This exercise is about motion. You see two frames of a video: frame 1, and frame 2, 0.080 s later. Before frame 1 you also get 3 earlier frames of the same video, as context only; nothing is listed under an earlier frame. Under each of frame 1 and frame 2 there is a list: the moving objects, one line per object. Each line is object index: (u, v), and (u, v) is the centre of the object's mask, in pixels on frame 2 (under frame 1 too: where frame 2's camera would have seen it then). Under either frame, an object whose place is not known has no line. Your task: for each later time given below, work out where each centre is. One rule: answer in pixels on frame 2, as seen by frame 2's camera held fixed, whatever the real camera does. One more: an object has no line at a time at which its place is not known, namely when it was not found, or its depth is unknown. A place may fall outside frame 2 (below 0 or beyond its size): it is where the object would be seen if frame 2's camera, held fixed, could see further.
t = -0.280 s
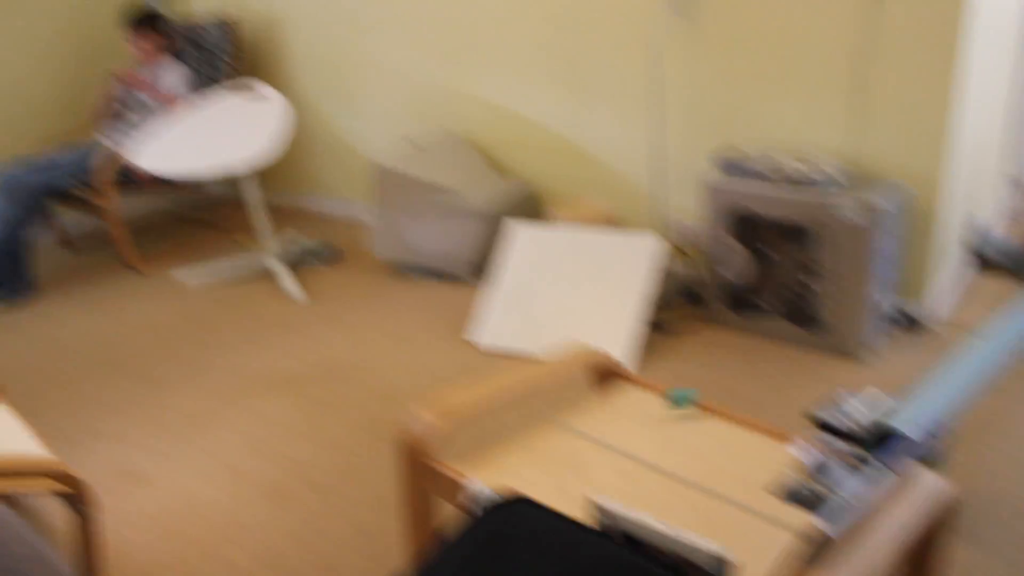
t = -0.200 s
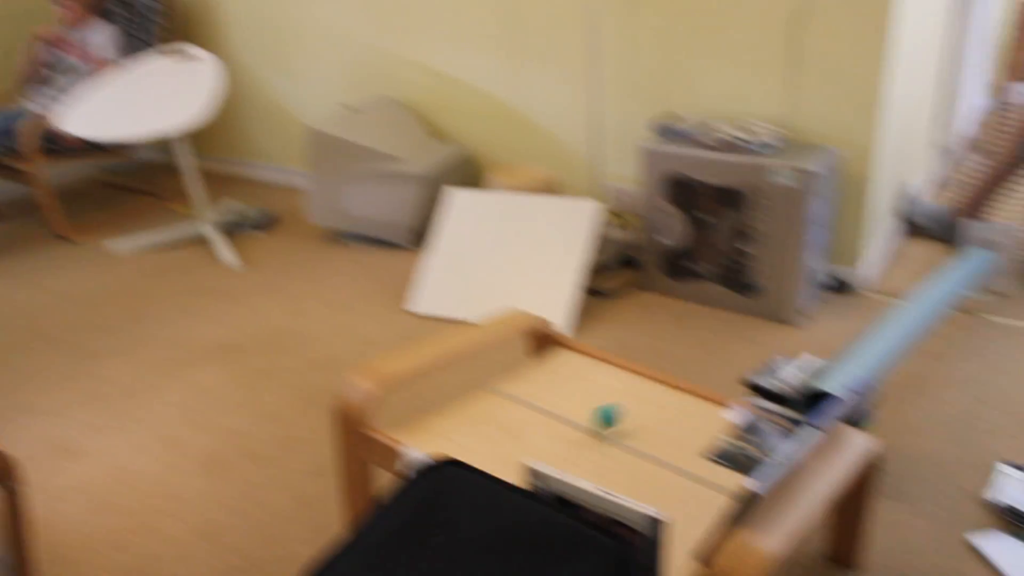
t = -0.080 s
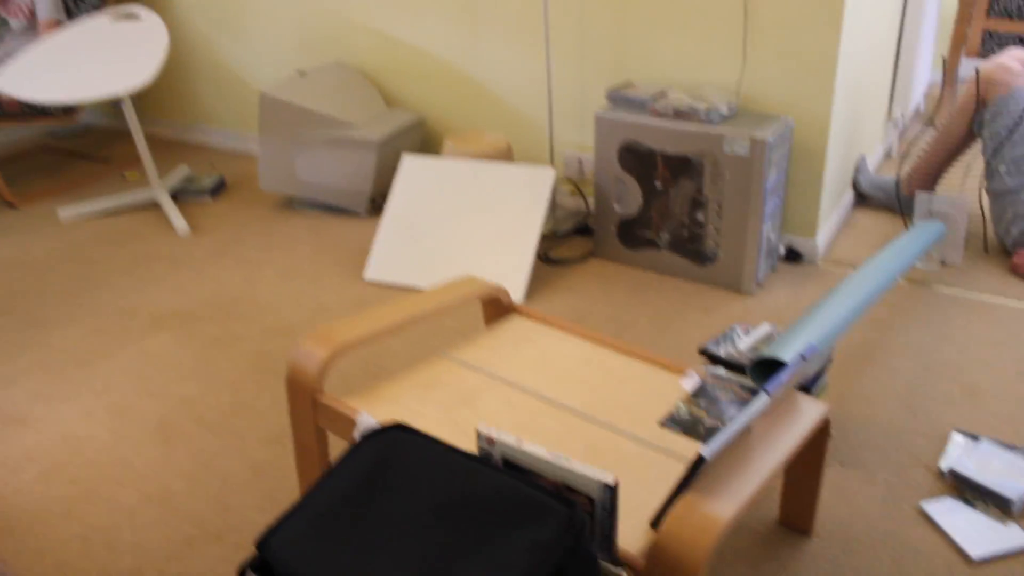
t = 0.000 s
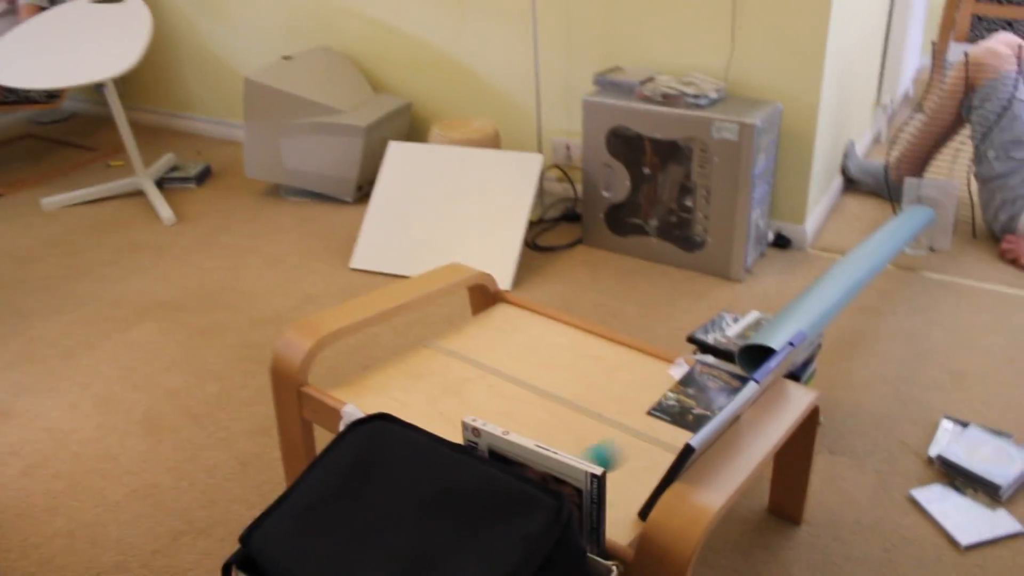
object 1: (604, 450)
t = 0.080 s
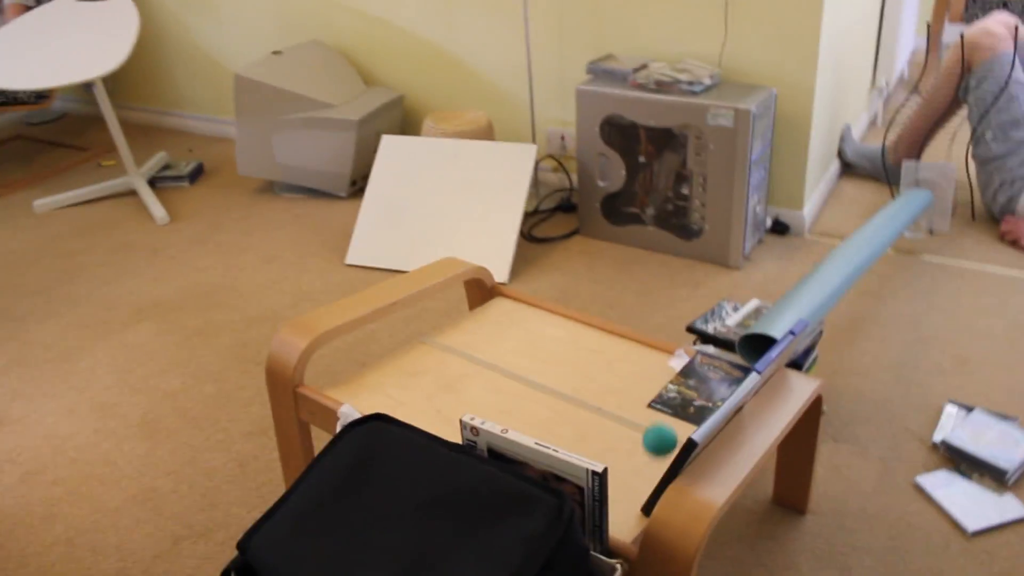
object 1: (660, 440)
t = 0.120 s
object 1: (659, 433)
